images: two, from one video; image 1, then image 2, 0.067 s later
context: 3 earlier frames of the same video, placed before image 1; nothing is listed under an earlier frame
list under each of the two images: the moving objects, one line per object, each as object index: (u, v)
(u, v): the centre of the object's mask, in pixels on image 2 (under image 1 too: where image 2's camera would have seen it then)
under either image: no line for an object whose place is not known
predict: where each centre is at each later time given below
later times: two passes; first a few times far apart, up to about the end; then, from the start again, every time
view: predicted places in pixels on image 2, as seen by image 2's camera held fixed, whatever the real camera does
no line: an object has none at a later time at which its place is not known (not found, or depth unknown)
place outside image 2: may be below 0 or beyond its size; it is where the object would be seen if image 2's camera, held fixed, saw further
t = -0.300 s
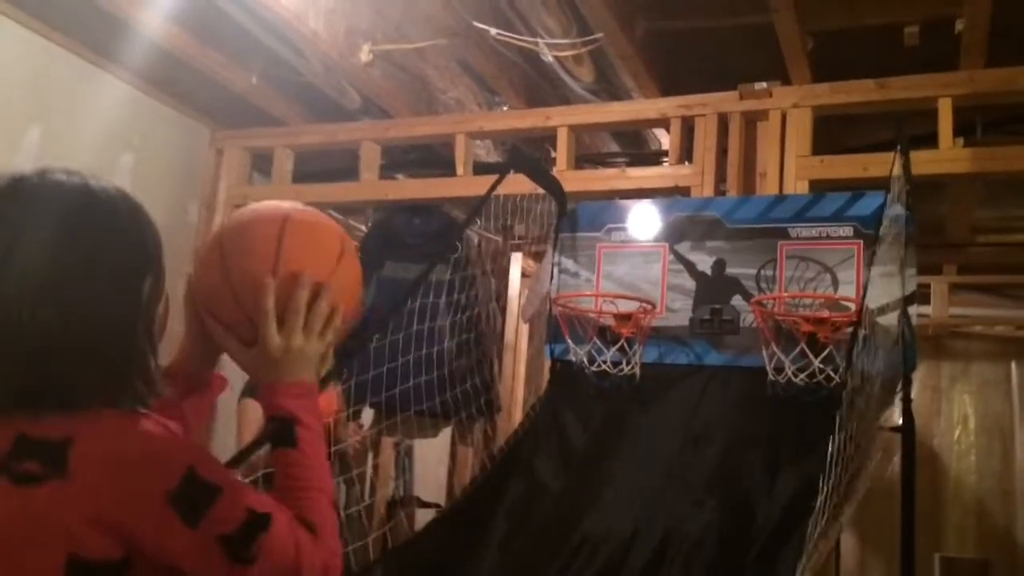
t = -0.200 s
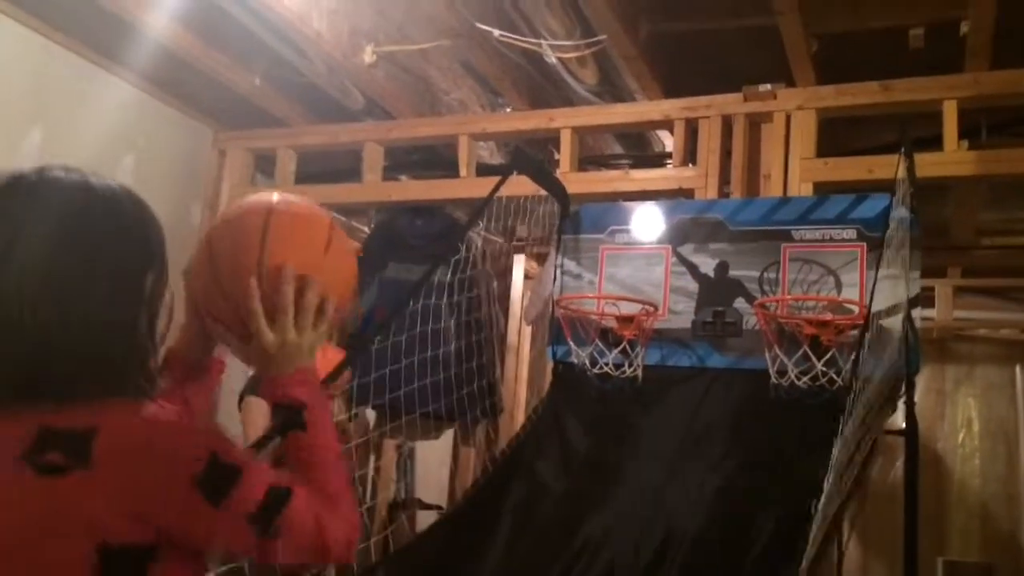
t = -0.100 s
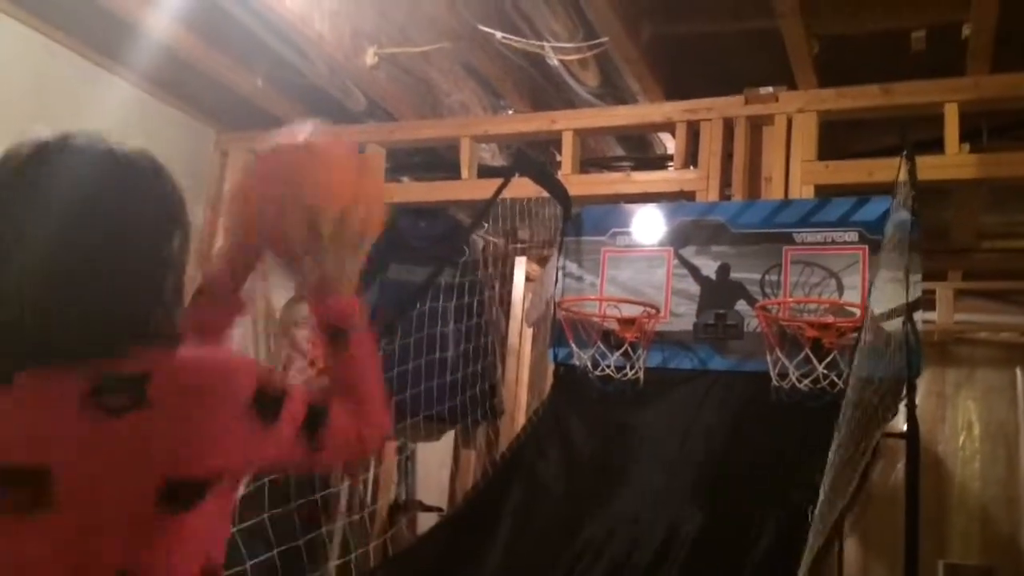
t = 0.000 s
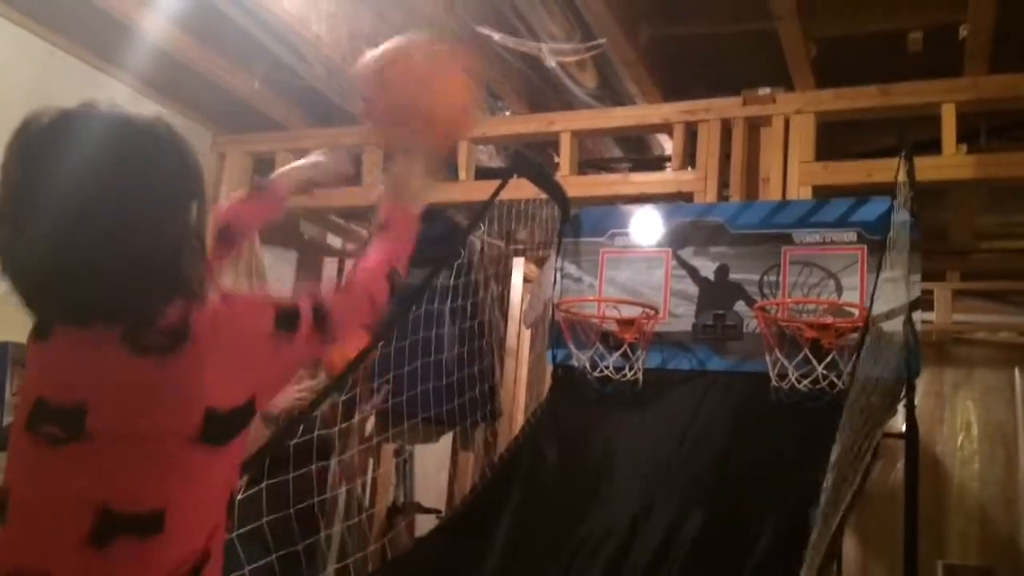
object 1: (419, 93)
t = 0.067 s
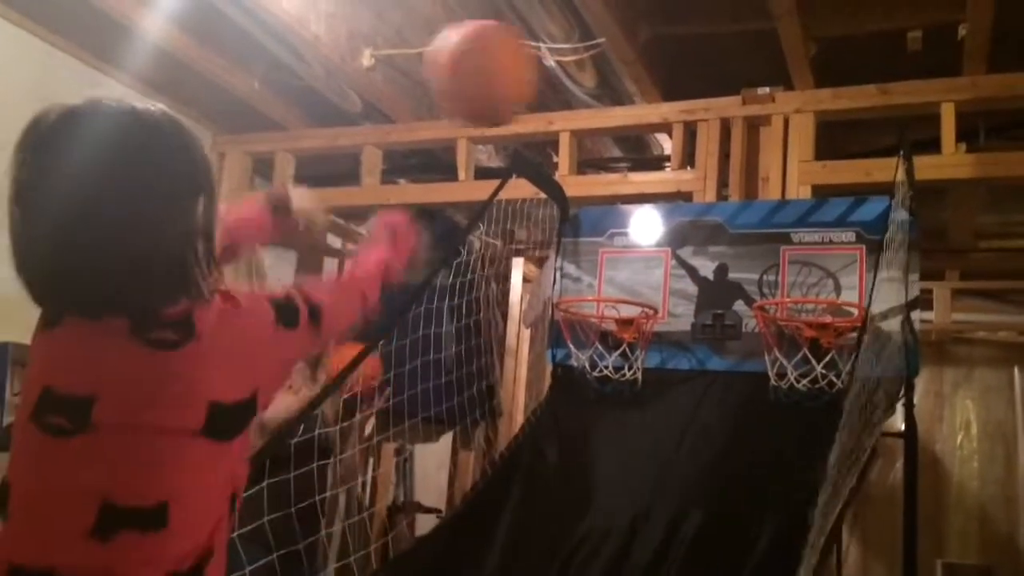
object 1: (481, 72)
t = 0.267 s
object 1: (605, 132)
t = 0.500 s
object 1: (693, 277)
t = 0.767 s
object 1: (816, 293)
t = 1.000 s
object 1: (768, 370)
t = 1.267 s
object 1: (777, 445)
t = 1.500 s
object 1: (785, 509)
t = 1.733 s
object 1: (760, 581)
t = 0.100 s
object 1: (510, 71)
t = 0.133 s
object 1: (534, 75)
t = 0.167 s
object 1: (555, 84)
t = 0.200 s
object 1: (573, 96)
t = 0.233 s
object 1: (590, 112)
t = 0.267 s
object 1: (605, 132)
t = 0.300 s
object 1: (617, 153)
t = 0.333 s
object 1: (629, 176)
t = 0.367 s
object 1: (640, 203)
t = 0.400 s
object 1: (651, 235)
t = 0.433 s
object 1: (660, 266)
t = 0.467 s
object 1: (671, 284)
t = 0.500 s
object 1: (693, 277)
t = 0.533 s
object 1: (714, 274)
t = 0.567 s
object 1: (733, 272)
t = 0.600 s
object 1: (751, 273)
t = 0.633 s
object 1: (763, 272)
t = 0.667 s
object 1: (777, 270)
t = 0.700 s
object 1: (789, 272)
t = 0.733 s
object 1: (803, 277)
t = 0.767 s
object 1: (816, 293)
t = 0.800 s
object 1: (830, 312)
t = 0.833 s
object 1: (823, 319)
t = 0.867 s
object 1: (811, 330)
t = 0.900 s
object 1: (796, 338)
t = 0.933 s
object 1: (786, 350)
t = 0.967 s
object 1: (775, 359)
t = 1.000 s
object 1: (768, 370)
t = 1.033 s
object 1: (766, 377)
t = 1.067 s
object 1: (766, 385)
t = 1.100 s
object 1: (765, 399)
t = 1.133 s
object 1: (765, 411)
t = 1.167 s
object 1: (769, 420)
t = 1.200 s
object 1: (772, 428)
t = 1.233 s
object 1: (774, 437)
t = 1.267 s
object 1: (777, 445)
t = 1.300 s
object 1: (780, 451)
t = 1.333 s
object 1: (781, 456)
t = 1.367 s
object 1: (783, 462)
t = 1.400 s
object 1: (782, 470)
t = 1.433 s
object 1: (782, 481)
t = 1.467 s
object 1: (782, 494)
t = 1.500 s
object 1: (785, 509)
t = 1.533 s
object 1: (785, 524)
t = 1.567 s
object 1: (781, 537)
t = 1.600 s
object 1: (777, 553)
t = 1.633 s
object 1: (776, 561)
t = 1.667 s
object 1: (773, 568)
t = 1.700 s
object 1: (768, 574)
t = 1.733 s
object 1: (760, 581)
